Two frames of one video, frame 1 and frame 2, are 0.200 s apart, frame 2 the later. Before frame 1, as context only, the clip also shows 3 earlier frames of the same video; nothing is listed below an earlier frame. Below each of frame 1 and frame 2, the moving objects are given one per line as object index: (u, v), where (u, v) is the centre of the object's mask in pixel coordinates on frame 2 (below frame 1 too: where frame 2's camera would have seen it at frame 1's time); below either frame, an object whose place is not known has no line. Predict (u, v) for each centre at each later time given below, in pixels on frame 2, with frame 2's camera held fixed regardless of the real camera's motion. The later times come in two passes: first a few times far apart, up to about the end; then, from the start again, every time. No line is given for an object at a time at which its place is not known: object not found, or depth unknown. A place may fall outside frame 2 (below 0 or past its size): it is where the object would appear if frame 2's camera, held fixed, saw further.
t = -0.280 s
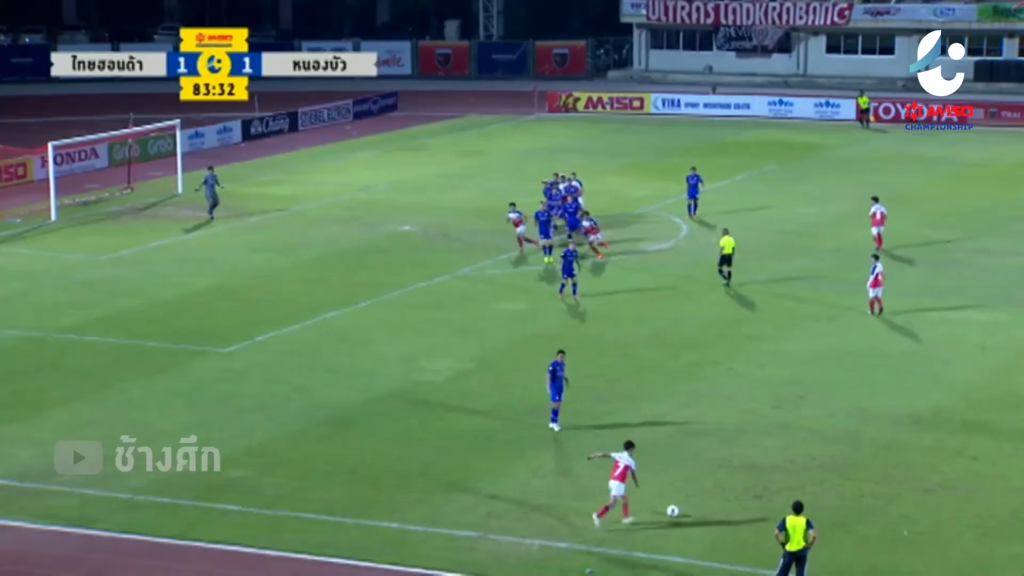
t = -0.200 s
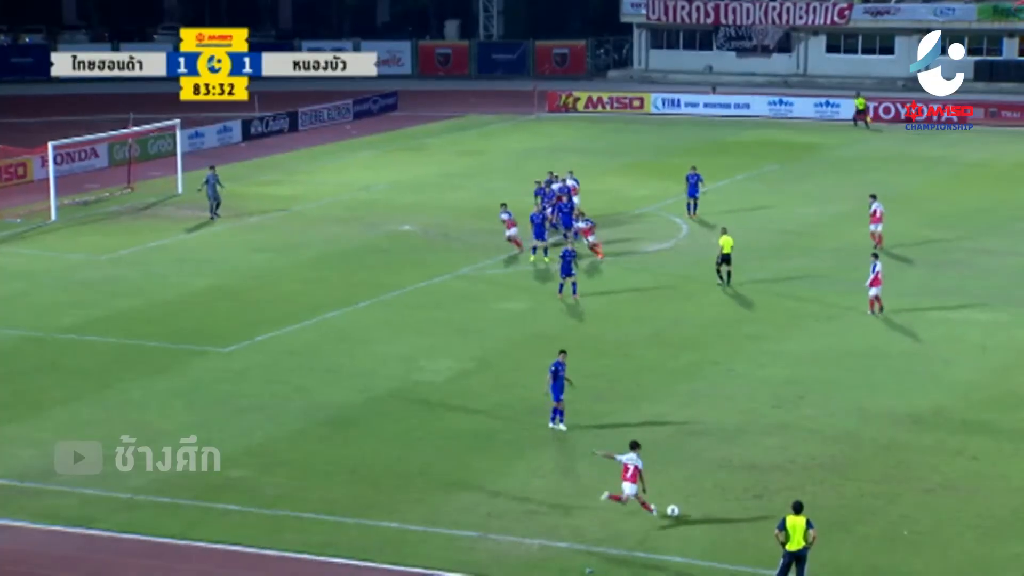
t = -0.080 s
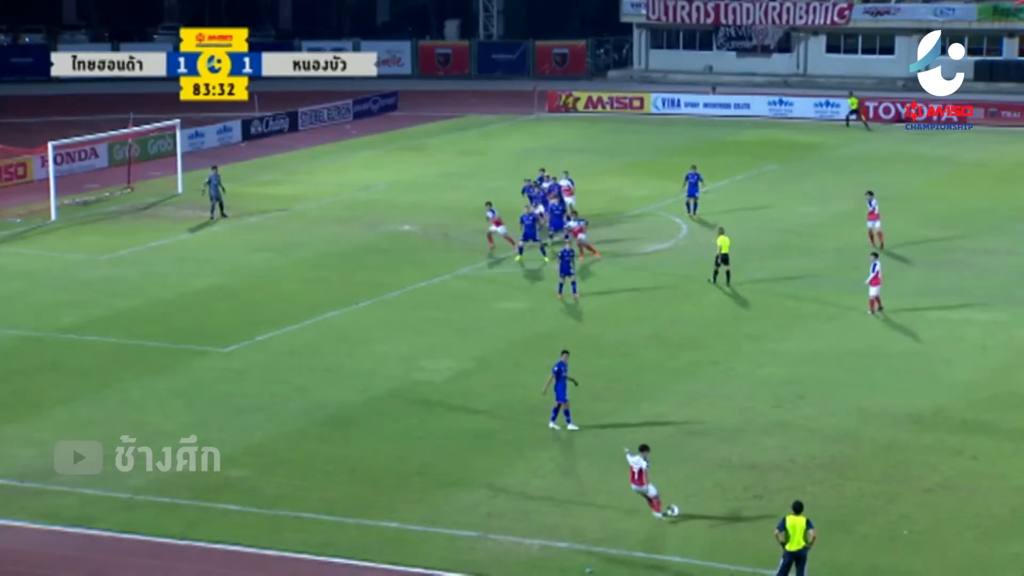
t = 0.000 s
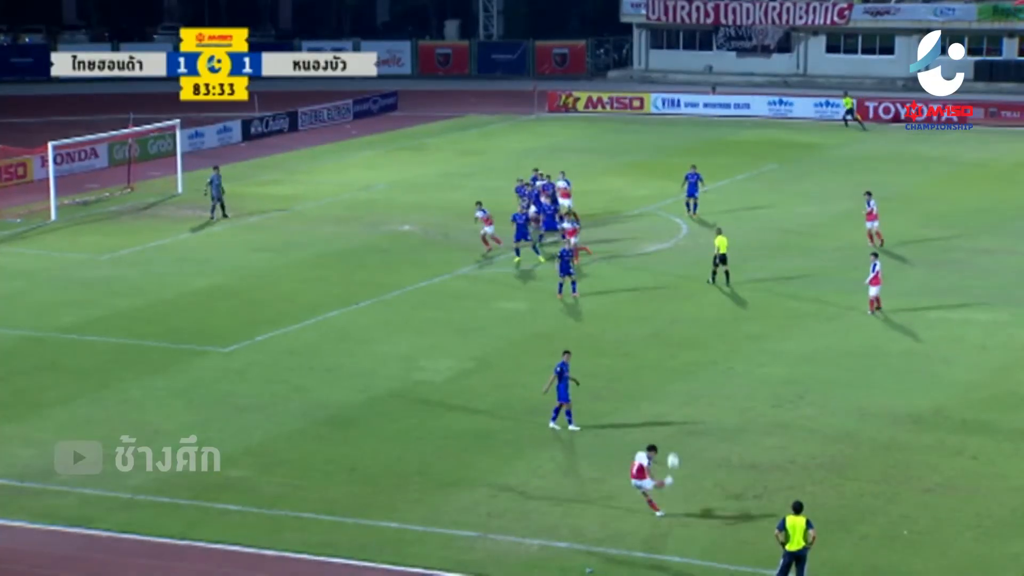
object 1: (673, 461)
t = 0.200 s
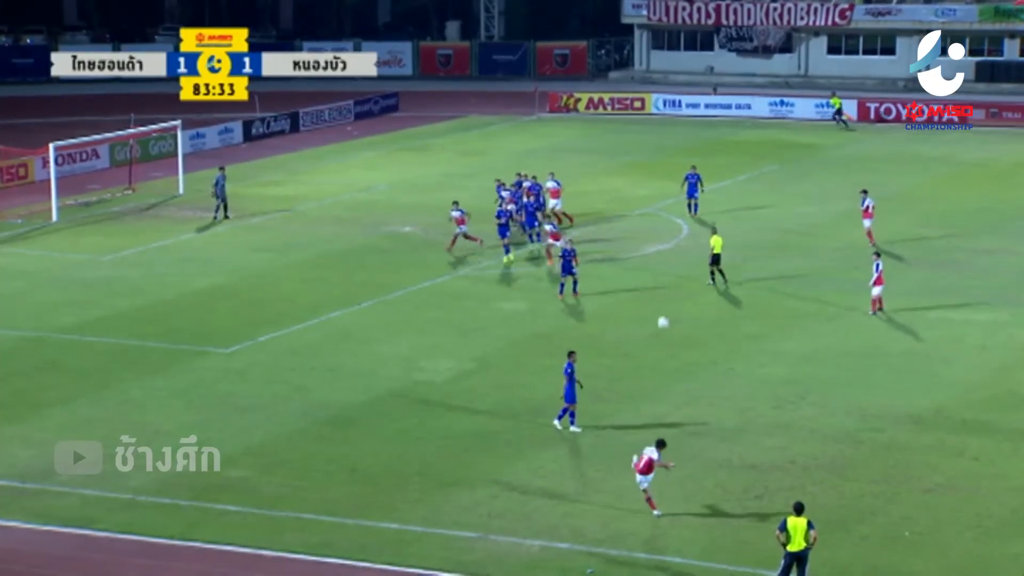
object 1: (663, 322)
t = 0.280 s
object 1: (654, 281)
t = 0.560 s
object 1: (613, 184)
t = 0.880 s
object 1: (553, 141)
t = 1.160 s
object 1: (497, 141)
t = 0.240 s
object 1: (658, 301)
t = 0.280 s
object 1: (654, 281)
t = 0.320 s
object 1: (649, 263)
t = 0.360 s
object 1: (643, 247)
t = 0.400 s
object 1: (638, 231)
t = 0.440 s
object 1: (632, 218)
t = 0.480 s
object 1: (627, 206)
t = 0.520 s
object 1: (620, 195)
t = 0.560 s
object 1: (613, 184)
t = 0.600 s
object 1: (606, 176)
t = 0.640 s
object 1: (599, 168)
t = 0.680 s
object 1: (592, 161)
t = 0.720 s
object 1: (584, 156)
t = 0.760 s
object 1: (577, 151)
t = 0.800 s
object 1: (569, 147)
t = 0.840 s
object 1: (560, 143)
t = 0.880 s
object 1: (553, 141)
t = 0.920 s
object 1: (545, 139)
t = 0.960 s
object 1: (537, 138)
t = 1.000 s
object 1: (529, 138)
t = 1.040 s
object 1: (521, 138)
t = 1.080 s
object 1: (514, 138)
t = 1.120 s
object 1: (505, 139)
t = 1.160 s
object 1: (497, 141)
